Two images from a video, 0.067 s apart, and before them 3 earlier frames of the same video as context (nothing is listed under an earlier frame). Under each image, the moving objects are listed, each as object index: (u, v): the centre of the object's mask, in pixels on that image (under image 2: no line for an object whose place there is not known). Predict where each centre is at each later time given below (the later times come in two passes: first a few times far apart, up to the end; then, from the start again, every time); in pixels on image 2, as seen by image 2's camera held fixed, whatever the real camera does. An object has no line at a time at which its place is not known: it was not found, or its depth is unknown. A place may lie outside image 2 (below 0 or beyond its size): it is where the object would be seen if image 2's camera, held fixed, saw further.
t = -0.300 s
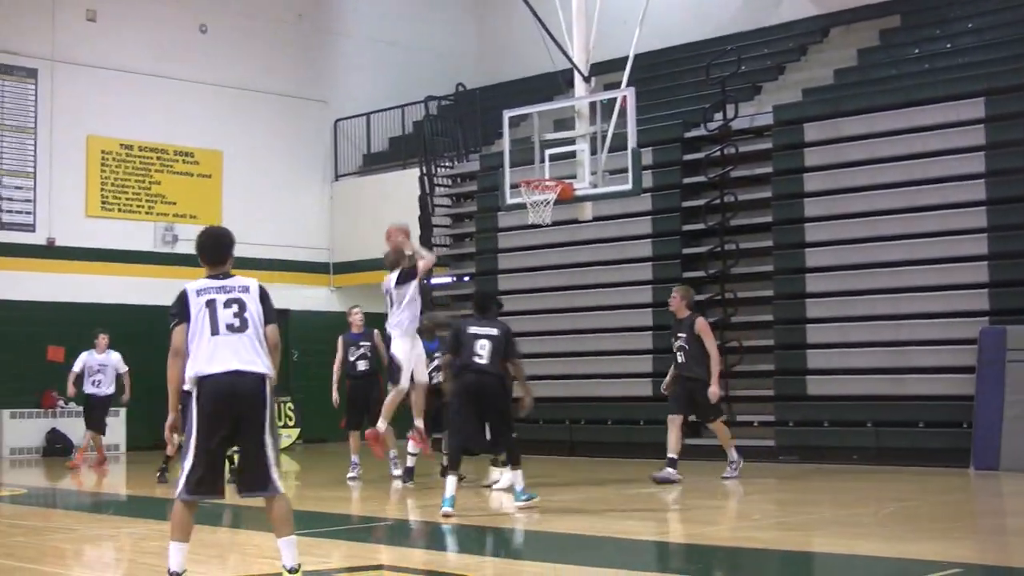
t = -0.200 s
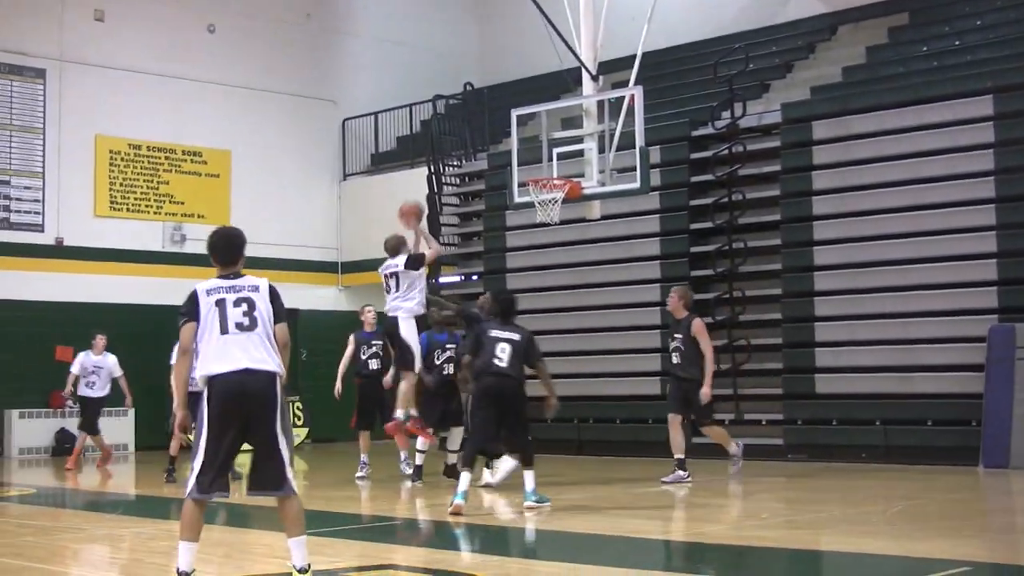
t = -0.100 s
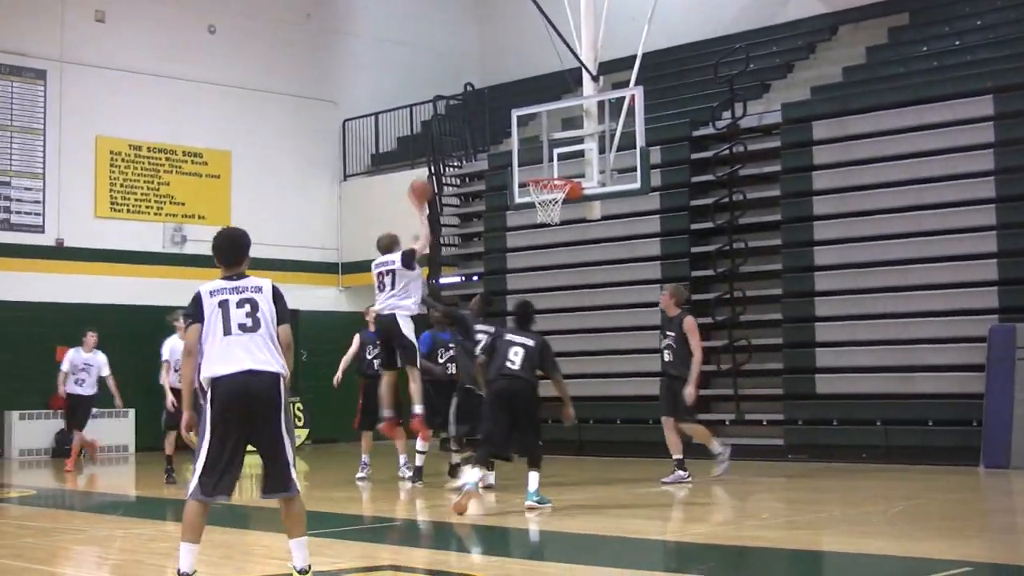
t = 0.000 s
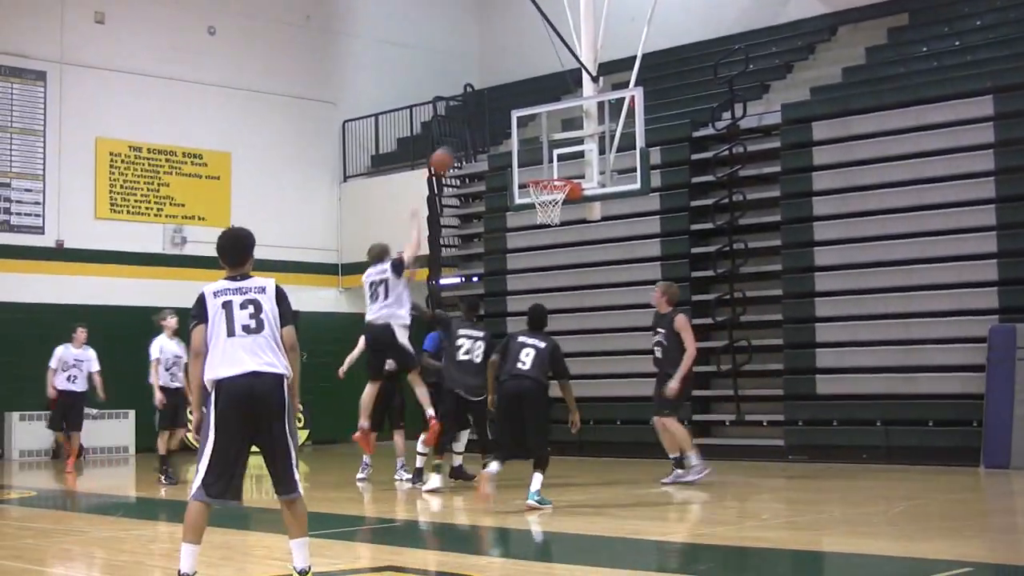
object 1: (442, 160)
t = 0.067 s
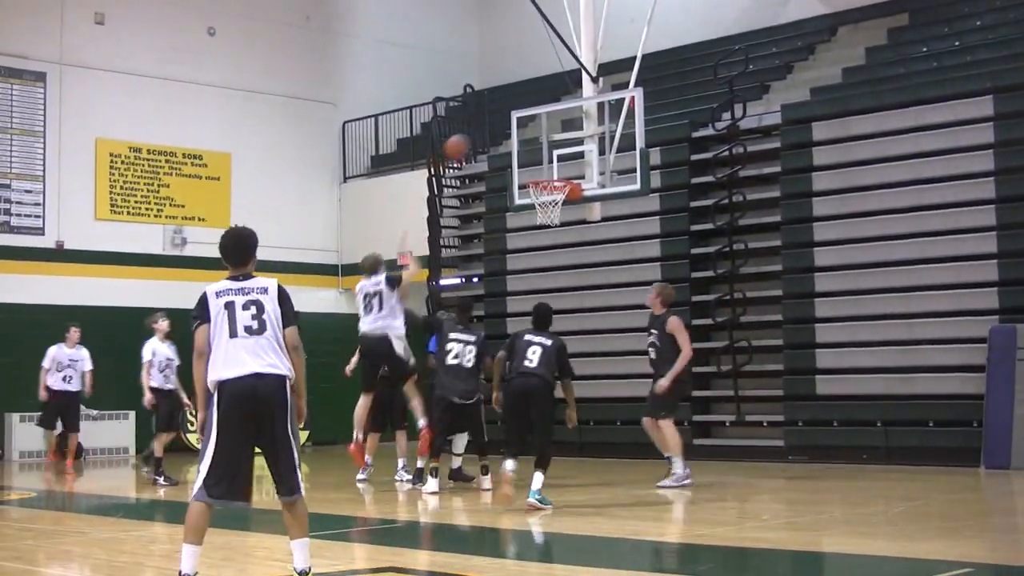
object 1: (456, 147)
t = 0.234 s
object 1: (491, 132)
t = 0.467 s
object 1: (537, 154)
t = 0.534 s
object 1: (550, 170)
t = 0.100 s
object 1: (463, 142)
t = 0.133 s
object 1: (470, 138)
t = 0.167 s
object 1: (477, 135)
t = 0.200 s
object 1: (484, 134)
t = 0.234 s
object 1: (491, 132)
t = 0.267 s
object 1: (498, 133)
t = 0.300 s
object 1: (504, 133)
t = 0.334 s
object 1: (511, 136)
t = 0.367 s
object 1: (517, 139)
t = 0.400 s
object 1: (525, 142)
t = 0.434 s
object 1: (531, 148)
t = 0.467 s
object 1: (537, 154)
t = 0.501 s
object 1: (543, 161)
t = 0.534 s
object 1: (550, 170)
